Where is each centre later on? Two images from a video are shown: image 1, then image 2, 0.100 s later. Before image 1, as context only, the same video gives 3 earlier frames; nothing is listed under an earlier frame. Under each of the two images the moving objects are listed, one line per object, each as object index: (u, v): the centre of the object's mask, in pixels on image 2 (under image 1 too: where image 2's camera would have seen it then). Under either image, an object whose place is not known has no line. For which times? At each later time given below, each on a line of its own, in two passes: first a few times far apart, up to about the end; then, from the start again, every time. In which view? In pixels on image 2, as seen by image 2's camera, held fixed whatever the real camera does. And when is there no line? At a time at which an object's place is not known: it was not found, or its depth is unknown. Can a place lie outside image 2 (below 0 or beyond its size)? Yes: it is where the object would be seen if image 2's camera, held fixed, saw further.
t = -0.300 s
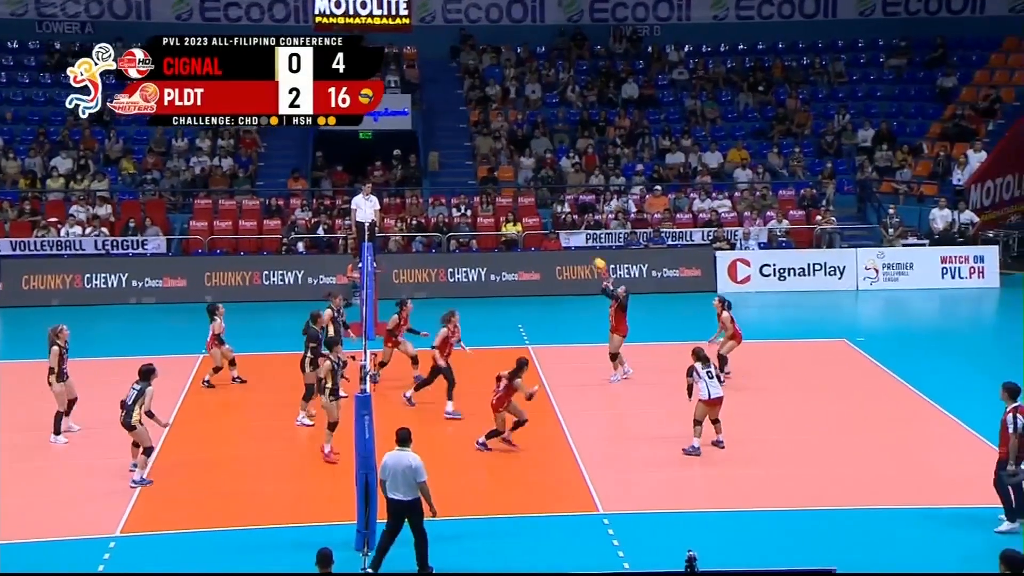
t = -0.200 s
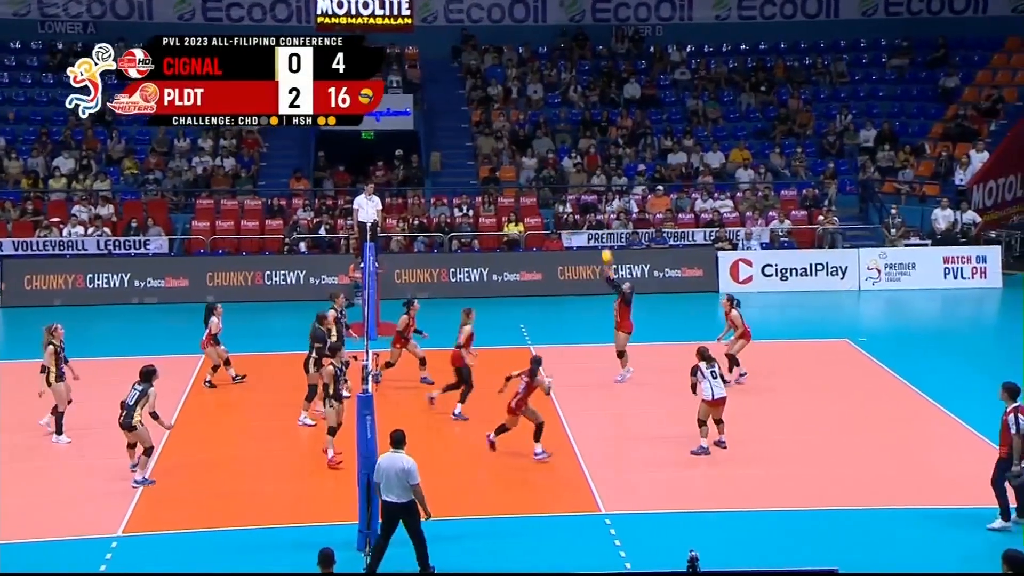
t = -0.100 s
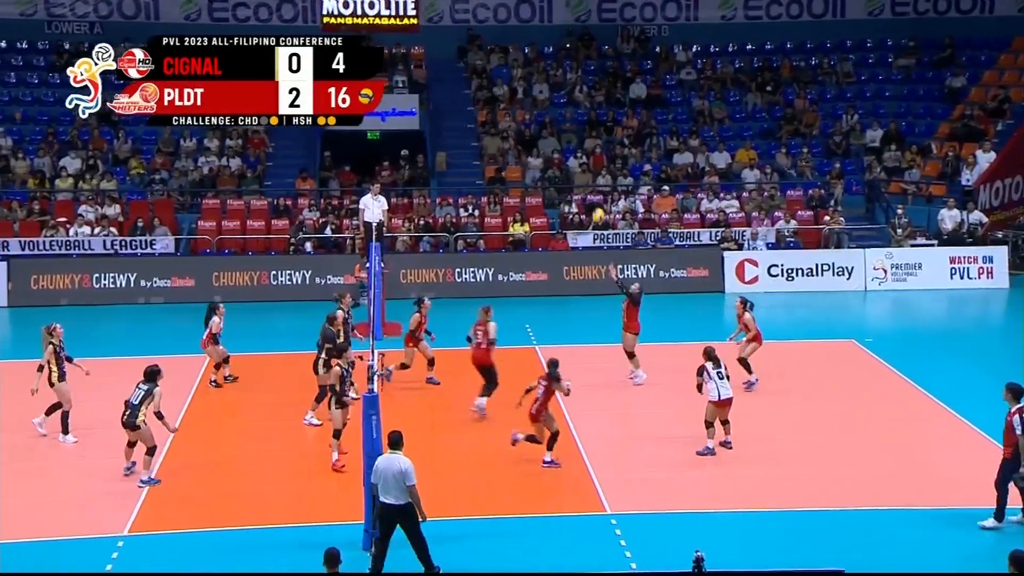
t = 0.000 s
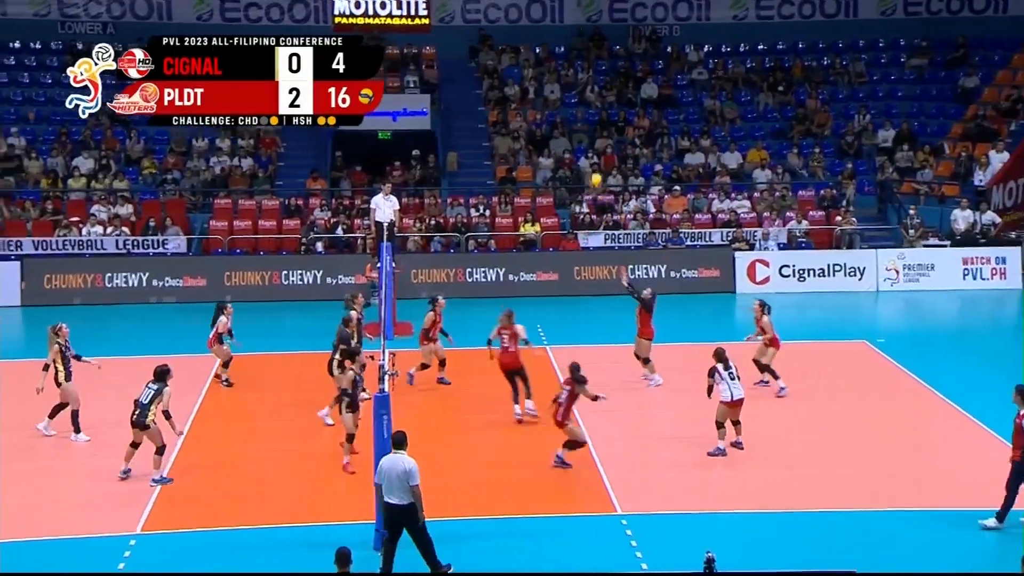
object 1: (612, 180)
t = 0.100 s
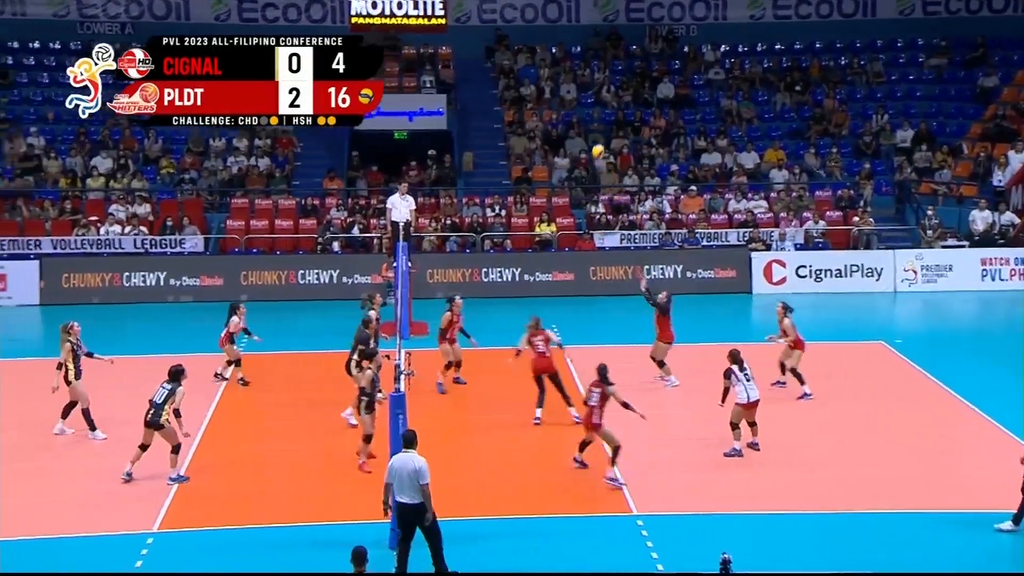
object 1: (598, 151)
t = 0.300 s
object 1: (571, 112)
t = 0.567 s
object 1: (533, 96)
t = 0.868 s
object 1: (494, 129)
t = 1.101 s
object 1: (467, 189)
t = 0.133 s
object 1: (594, 143)
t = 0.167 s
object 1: (589, 135)
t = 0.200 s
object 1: (584, 128)
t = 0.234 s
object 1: (579, 122)
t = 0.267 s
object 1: (575, 117)
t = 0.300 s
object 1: (571, 112)
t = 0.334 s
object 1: (566, 107)
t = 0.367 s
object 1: (561, 103)
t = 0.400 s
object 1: (556, 101)
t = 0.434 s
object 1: (551, 98)
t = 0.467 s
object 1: (548, 96)
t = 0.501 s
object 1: (543, 96)
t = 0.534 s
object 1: (538, 95)
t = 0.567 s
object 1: (533, 96)
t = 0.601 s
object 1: (529, 97)
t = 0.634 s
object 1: (525, 98)
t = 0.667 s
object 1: (520, 101)
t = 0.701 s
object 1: (516, 104)
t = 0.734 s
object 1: (511, 107)
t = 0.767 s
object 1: (507, 113)
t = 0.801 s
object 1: (503, 117)
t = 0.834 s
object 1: (498, 123)
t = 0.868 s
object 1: (494, 129)
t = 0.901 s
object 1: (490, 136)
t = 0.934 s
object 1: (486, 143)
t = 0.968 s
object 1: (482, 151)
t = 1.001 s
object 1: (478, 160)
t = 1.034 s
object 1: (473, 169)
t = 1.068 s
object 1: (471, 179)
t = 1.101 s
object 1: (467, 189)
